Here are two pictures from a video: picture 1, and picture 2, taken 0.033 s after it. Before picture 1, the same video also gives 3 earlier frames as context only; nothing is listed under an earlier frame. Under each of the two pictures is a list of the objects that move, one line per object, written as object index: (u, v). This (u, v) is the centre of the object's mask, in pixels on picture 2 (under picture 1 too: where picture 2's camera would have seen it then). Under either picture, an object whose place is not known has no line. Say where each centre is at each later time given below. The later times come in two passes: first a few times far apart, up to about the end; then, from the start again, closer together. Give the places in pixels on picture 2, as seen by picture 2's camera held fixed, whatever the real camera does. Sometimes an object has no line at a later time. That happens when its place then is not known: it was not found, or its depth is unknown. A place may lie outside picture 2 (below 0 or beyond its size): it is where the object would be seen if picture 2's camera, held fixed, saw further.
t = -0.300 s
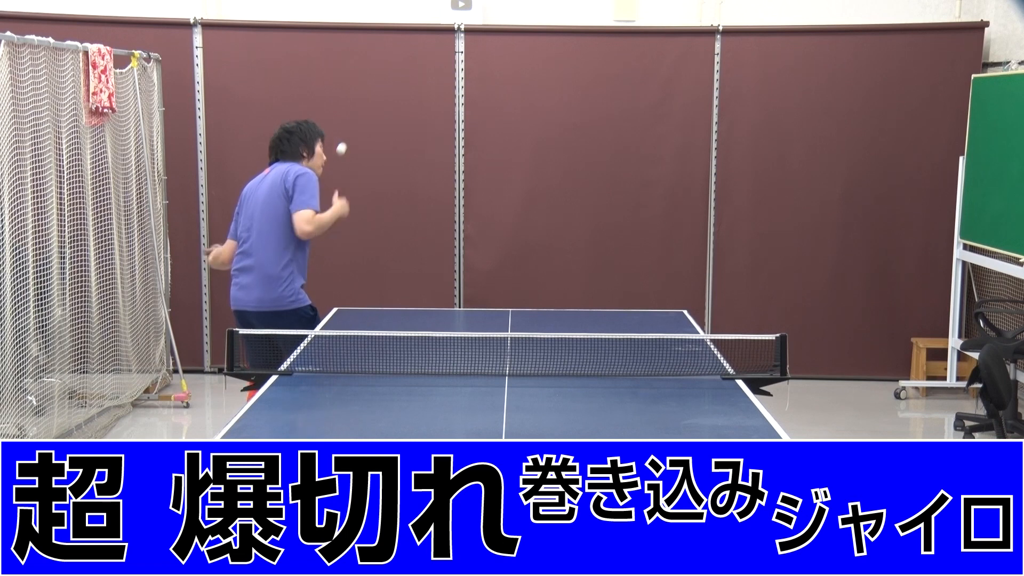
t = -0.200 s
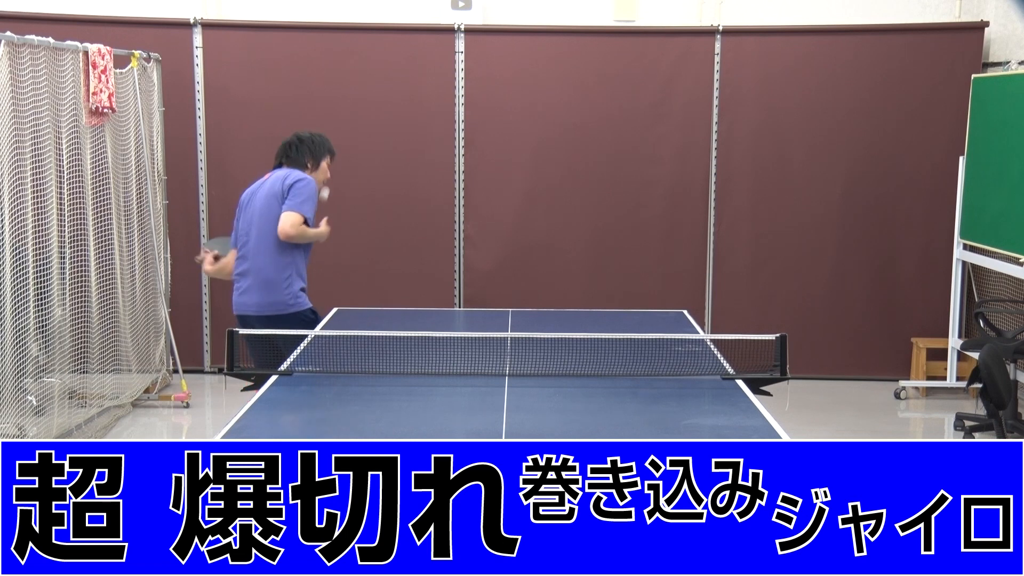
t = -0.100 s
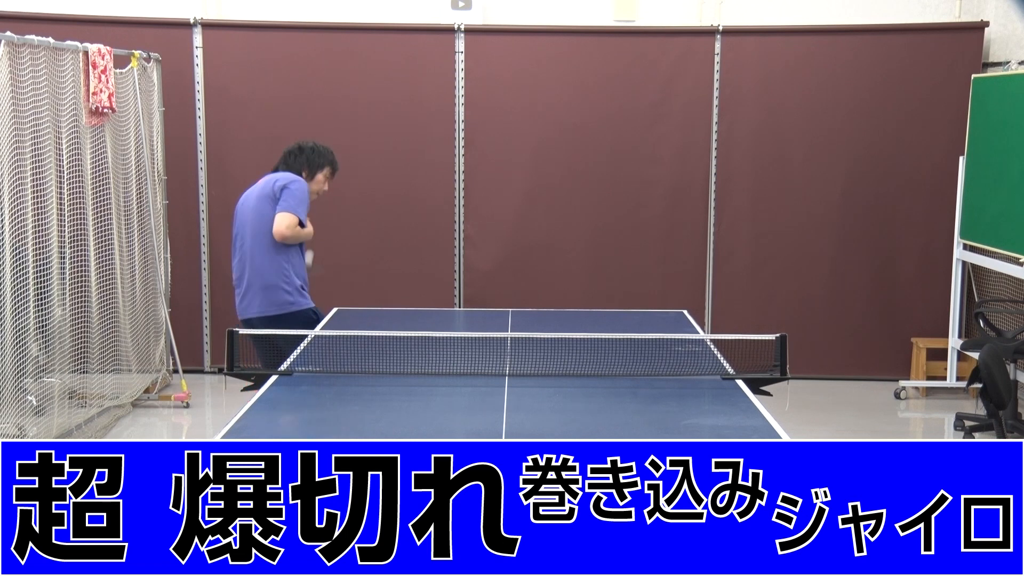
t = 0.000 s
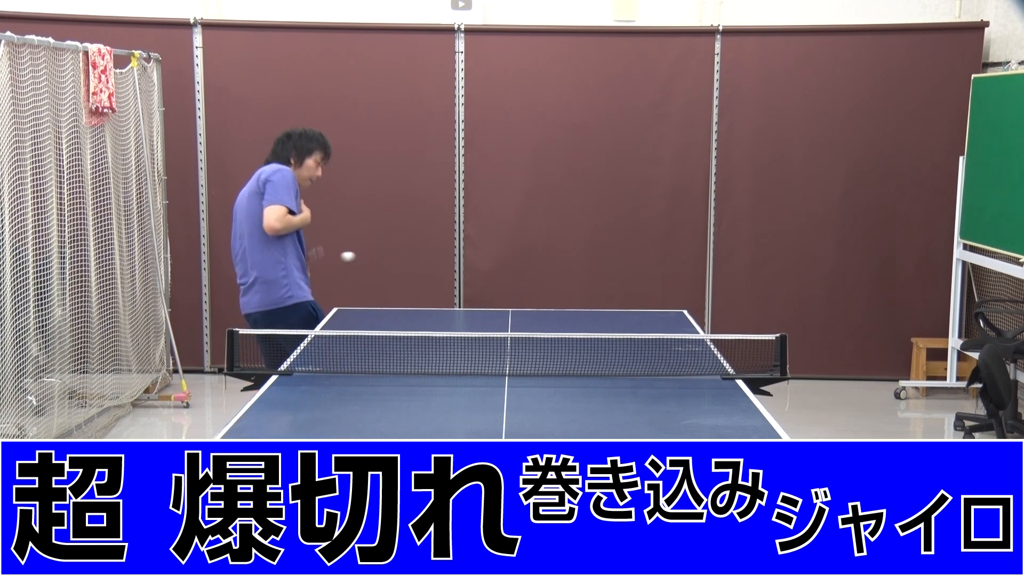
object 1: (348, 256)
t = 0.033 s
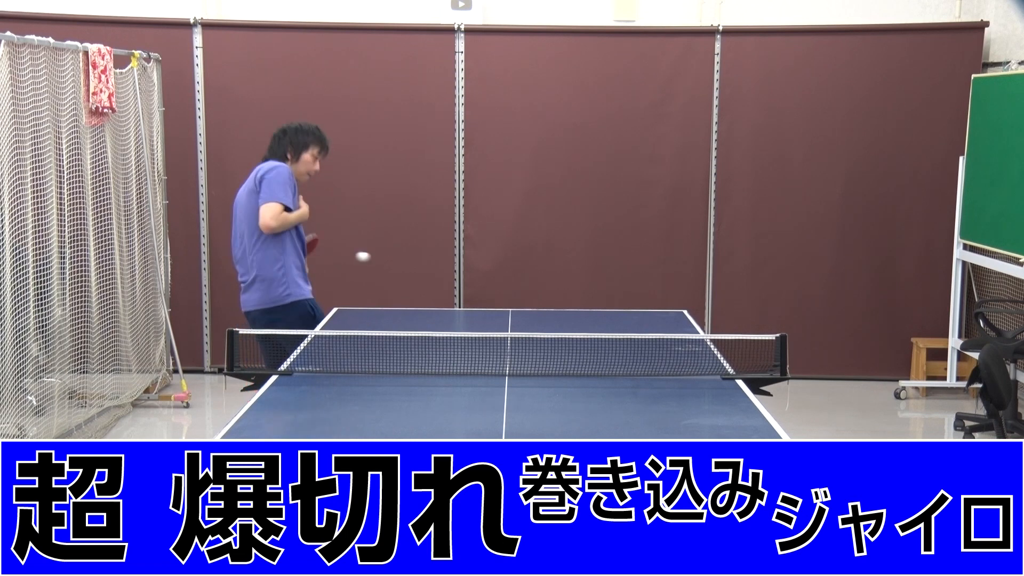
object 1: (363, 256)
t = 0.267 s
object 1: (471, 325)
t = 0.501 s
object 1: (554, 321)
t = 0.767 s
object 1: (631, 363)
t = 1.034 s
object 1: (671, 408)
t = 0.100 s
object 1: (393, 264)
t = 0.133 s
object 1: (409, 271)
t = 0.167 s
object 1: (424, 281)
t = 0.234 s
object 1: (455, 308)
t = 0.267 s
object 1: (471, 325)
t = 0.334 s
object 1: (498, 326)
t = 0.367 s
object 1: (509, 319)
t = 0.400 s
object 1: (520, 316)
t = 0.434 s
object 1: (531, 314)
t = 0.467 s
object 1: (542, 315)
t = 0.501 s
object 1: (554, 321)
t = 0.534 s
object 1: (565, 328)
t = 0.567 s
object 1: (576, 337)
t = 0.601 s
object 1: (588, 350)
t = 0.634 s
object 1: (599, 367)
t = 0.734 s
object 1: (624, 368)
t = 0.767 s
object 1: (631, 363)
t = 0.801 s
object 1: (637, 362)
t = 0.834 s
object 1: (643, 364)
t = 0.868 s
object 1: (649, 369)
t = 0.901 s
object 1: (655, 379)
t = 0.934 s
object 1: (661, 391)
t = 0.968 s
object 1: (667, 409)
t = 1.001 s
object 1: (671, 420)
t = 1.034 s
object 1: (671, 408)
